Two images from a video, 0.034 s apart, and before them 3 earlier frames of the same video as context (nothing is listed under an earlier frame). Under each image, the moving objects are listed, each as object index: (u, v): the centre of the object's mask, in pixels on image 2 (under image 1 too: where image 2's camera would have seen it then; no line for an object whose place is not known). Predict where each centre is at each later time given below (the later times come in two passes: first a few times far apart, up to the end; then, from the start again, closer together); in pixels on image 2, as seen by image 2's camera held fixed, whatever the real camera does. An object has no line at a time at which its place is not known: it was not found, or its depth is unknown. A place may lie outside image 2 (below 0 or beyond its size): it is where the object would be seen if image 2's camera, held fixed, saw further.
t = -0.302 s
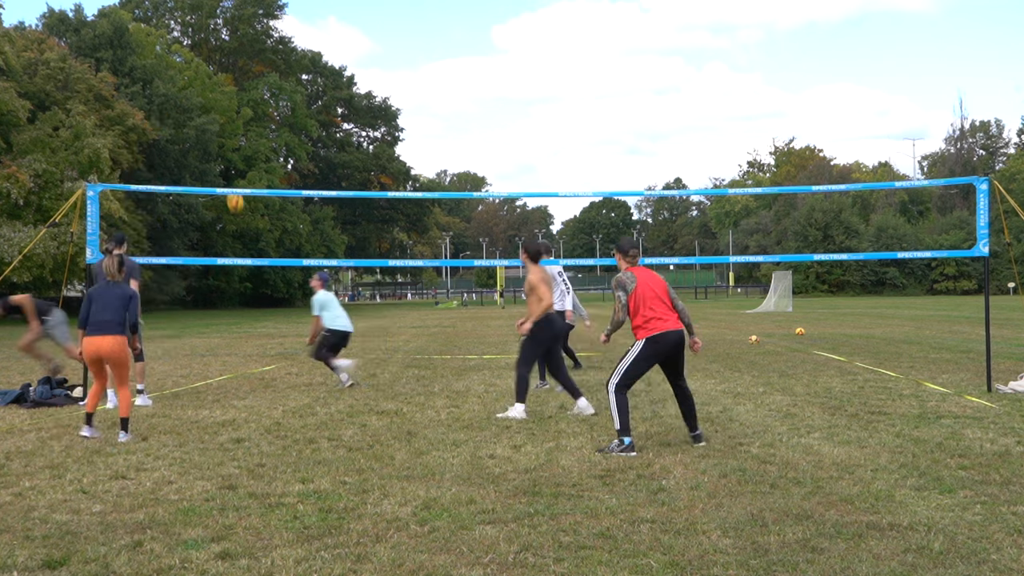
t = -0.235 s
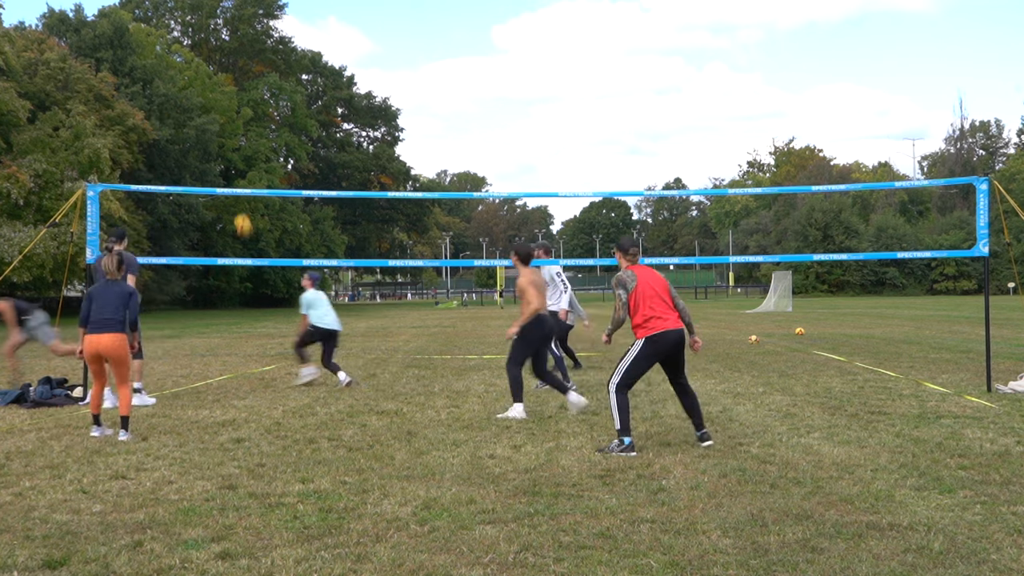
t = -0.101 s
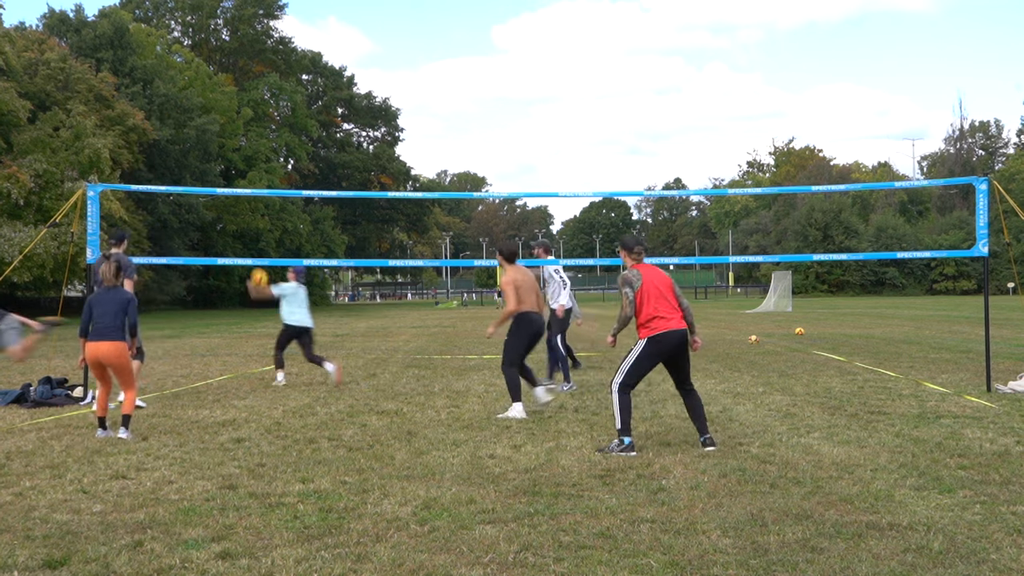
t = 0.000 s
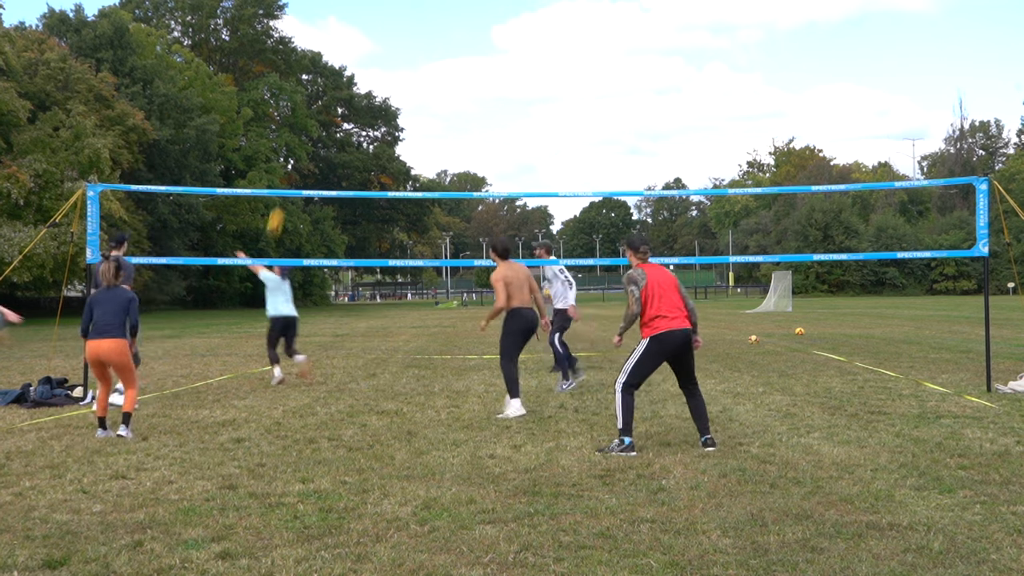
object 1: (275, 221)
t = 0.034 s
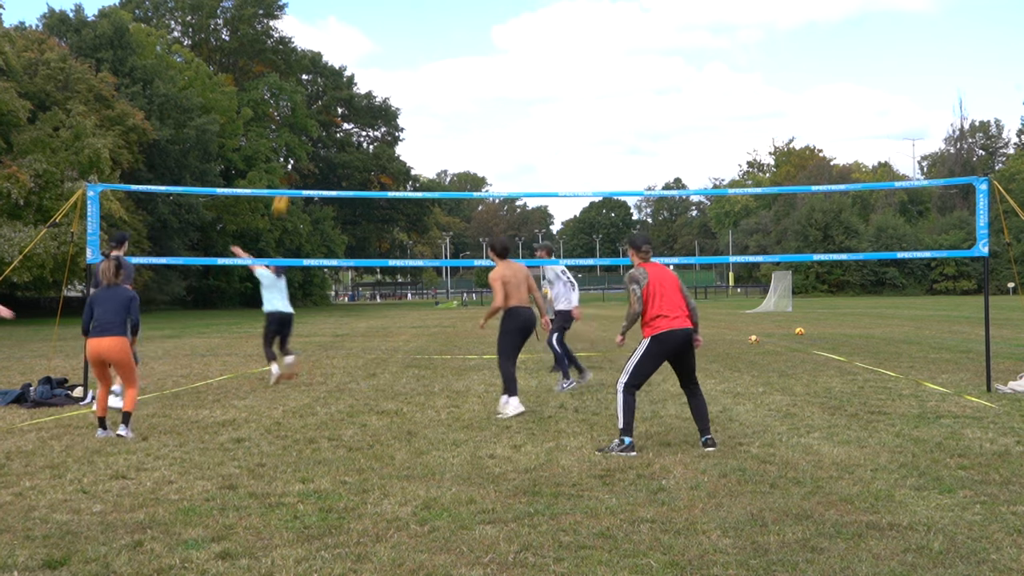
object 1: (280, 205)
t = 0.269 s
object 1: (320, 95)
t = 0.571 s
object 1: (374, 25)
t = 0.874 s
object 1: (427, 22)
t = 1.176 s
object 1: (477, 80)
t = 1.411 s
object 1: (511, 162)
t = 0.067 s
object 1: (287, 181)
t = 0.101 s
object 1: (292, 168)
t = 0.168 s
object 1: (303, 134)
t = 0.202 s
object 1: (309, 120)
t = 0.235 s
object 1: (314, 107)
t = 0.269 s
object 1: (320, 95)
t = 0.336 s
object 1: (331, 74)
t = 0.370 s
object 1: (337, 66)
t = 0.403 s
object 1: (344, 56)
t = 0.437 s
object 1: (351, 48)
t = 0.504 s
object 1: (362, 34)
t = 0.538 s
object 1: (368, 30)
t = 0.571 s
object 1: (374, 25)
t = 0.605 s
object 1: (380, 22)
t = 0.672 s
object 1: (392, 17)
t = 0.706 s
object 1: (398, 16)
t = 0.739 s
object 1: (404, 16)
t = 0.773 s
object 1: (409, 16)
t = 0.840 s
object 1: (421, 19)
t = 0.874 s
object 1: (427, 22)
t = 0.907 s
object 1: (433, 25)
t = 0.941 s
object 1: (439, 29)
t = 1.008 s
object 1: (450, 40)
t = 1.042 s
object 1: (455, 46)
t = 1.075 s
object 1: (461, 54)
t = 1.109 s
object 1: (467, 61)
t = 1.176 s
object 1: (477, 80)
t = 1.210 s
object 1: (482, 89)
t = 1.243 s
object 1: (487, 100)
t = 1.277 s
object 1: (492, 110)
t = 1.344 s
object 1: (502, 135)
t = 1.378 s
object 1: (506, 148)
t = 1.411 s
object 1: (511, 162)
